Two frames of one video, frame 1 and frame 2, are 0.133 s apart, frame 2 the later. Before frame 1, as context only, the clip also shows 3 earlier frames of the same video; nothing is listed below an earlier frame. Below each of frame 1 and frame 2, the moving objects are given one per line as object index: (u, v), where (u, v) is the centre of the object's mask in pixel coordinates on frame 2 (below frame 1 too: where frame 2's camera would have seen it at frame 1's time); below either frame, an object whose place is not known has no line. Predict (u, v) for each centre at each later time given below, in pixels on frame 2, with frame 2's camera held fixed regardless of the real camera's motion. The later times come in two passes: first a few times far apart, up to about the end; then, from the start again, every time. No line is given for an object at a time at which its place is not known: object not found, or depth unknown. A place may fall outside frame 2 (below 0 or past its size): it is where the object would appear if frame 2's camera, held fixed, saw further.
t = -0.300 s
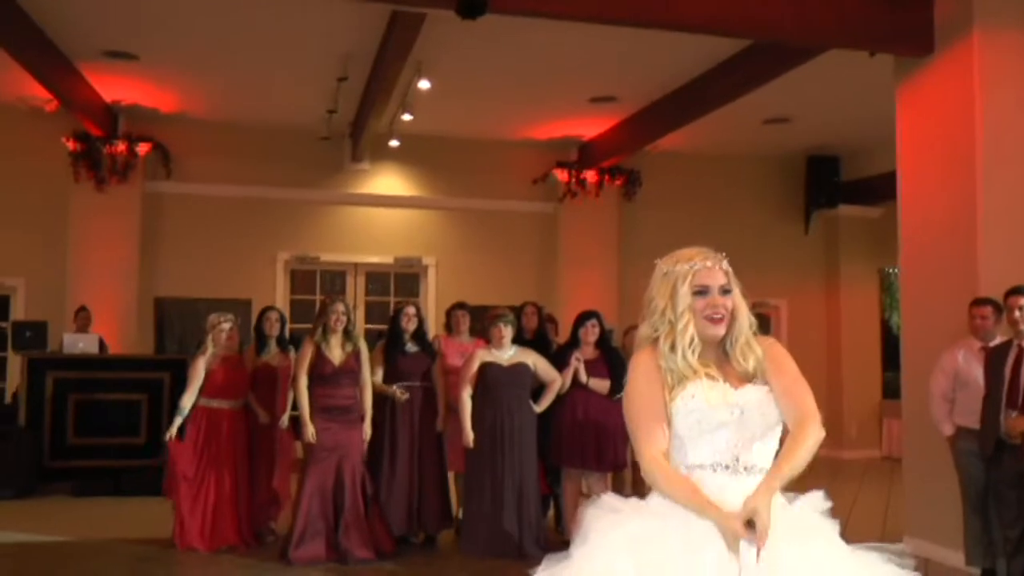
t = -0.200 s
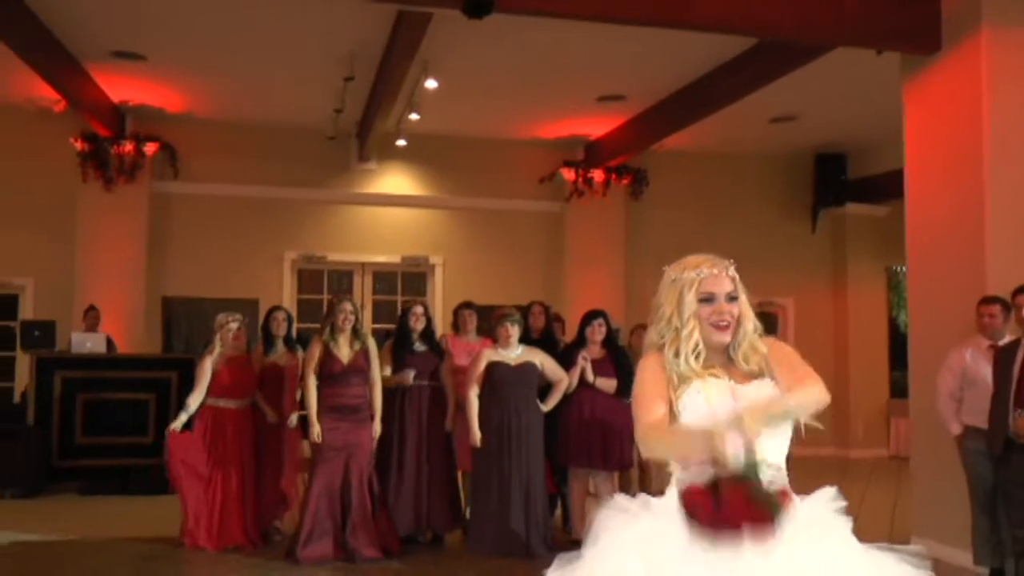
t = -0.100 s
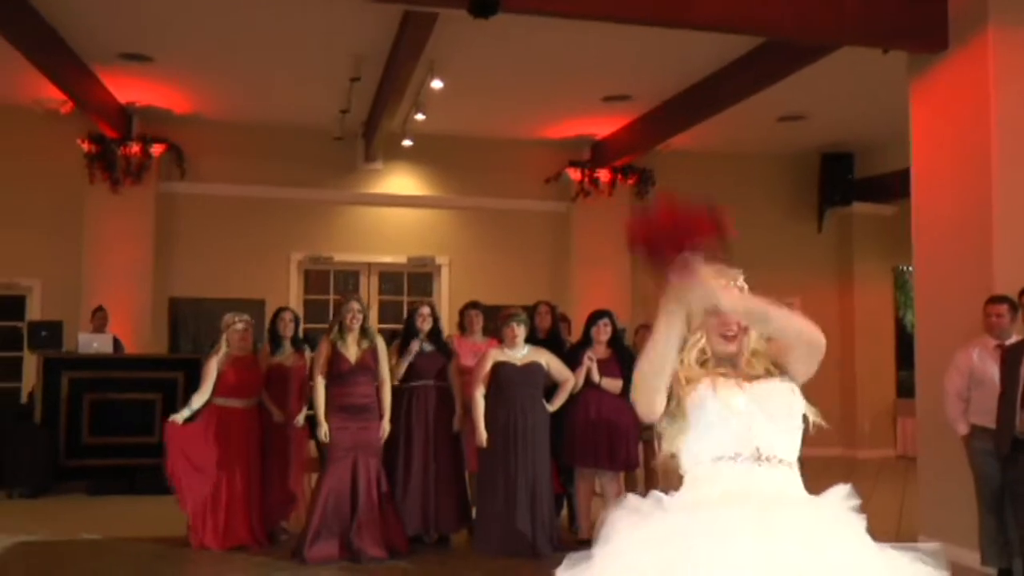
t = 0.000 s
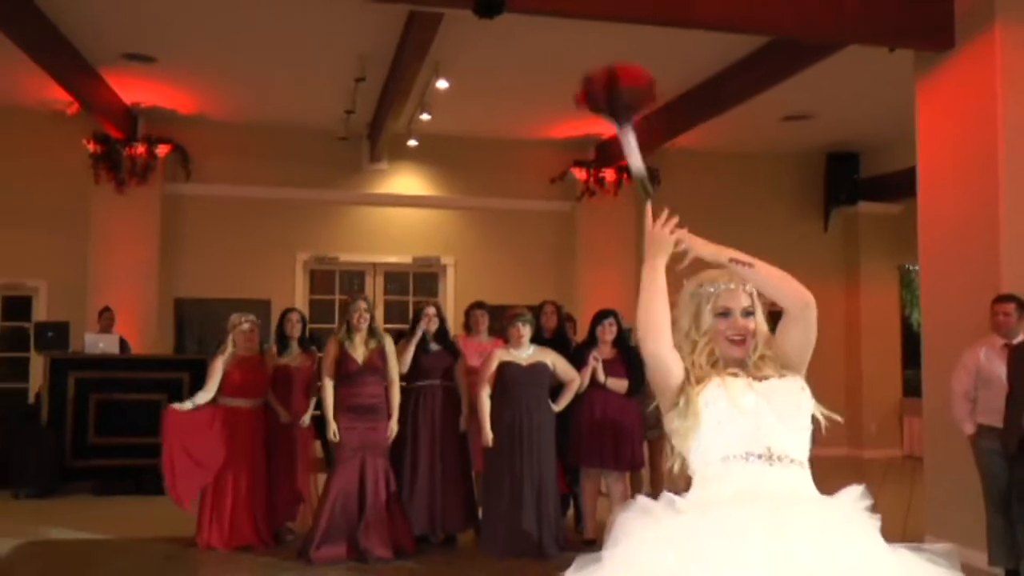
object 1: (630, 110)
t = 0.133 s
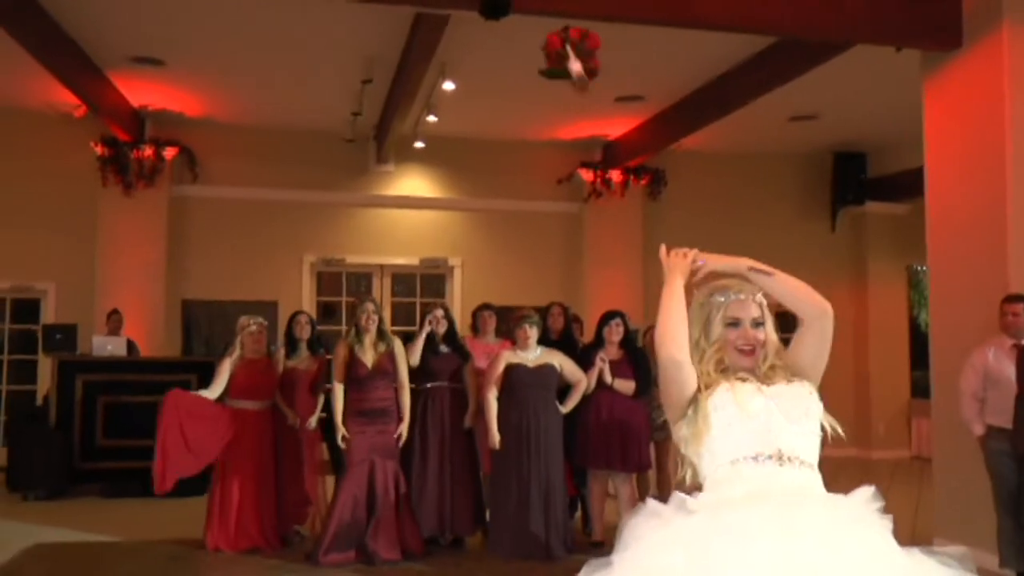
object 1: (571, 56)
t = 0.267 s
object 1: (538, 75)
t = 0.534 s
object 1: (494, 193)
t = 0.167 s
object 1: (562, 59)
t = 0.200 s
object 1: (553, 65)
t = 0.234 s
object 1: (545, 70)
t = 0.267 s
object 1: (538, 75)
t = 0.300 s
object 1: (532, 82)
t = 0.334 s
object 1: (525, 91)
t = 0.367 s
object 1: (519, 104)
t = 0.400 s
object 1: (513, 118)
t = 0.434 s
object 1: (509, 135)
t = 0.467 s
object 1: (503, 155)
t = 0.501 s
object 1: (498, 174)
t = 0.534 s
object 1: (494, 193)
